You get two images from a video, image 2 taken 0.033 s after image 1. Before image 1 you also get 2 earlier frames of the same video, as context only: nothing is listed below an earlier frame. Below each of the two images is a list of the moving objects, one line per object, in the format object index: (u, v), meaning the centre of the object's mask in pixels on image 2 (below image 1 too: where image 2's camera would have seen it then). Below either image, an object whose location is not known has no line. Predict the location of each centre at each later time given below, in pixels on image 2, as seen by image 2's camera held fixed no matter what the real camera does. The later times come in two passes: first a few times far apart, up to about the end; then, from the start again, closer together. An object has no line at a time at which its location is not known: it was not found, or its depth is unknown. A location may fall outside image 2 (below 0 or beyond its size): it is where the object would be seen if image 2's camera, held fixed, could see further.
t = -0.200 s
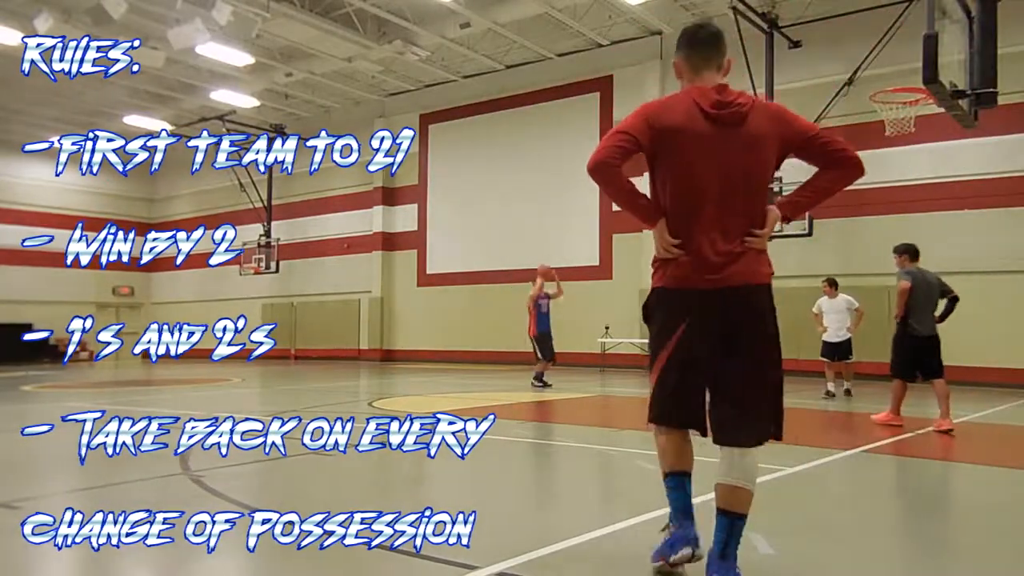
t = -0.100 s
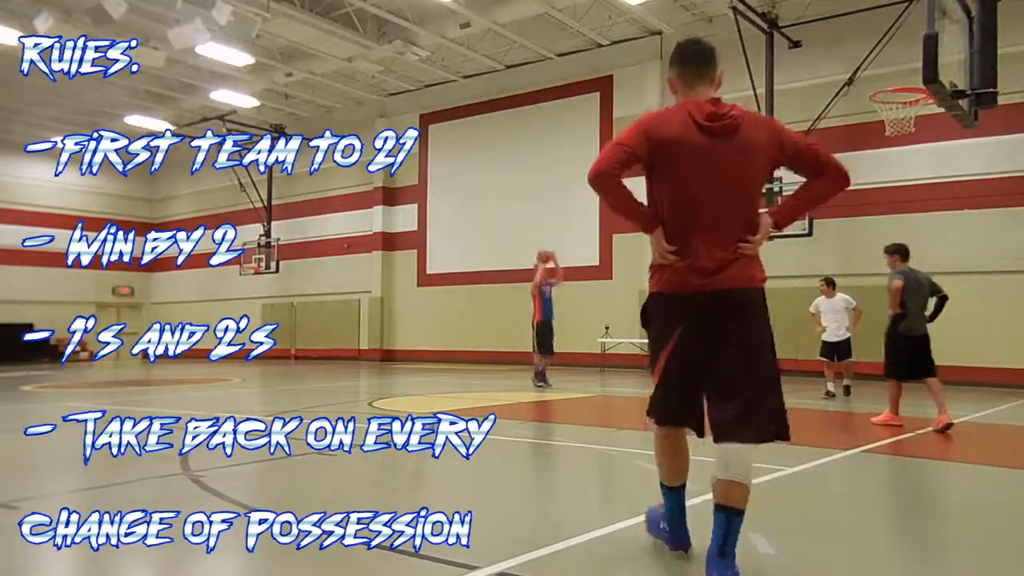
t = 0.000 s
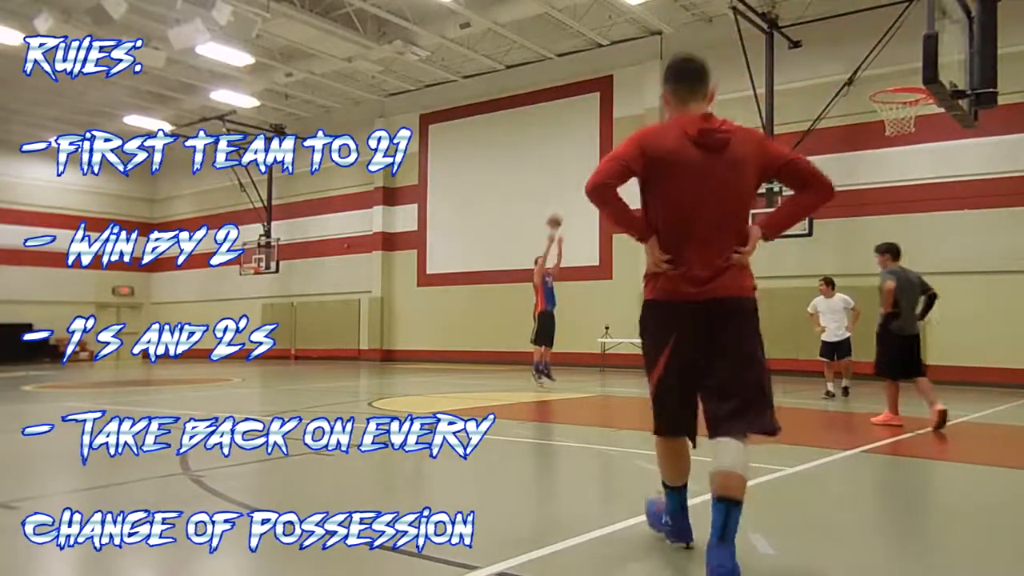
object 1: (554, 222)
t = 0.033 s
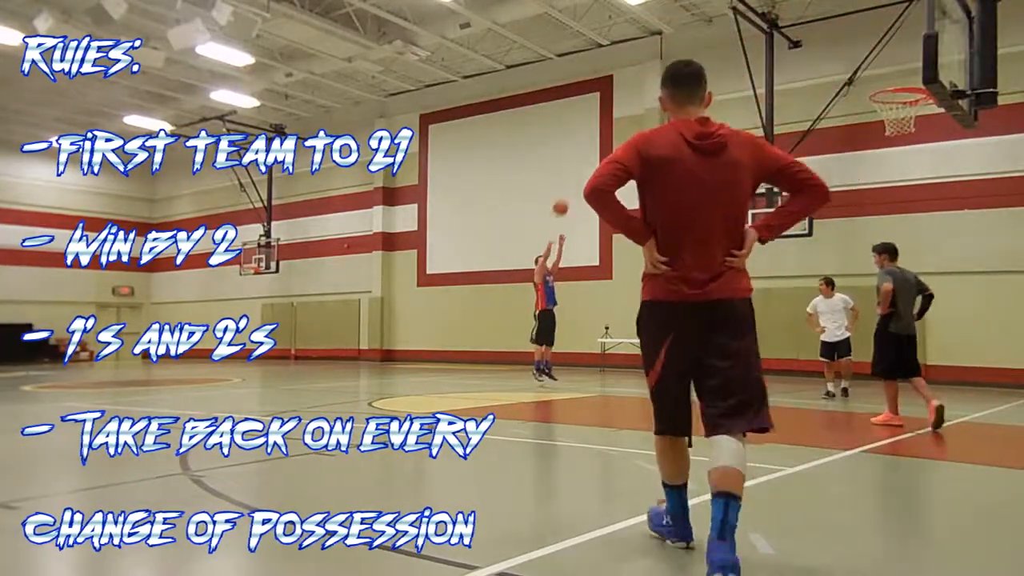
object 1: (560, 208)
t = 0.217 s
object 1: (594, 140)
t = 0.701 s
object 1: (715, 27)
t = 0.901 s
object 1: (777, 26)
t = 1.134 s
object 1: (872, 79)
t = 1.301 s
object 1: (928, 114)
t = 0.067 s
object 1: (567, 194)
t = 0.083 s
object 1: (570, 188)
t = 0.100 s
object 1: (573, 181)
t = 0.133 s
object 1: (580, 169)
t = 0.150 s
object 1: (583, 162)
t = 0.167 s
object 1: (586, 155)
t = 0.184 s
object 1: (589, 150)
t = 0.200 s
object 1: (593, 144)
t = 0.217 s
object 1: (594, 140)
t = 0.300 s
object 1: (614, 110)
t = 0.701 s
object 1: (715, 27)
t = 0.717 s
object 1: (720, 26)
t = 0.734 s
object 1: (727, 25)
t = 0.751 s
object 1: (730, 25)
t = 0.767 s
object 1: (735, 24)
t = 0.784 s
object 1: (737, 24)
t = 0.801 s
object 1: (745, 24)
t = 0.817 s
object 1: (750, 22)
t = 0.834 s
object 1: (757, 24)
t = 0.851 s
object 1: (764, 23)
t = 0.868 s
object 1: (768, 24)
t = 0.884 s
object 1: (773, 24)
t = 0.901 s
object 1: (777, 26)
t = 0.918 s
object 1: (784, 28)
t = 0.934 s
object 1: (793, 32)
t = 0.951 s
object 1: (799, 33)
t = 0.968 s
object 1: (804, 36)
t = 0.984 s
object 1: (809, 38)
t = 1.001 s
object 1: (816, 42)
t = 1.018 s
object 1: (823, 45)
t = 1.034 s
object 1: (830, 48)
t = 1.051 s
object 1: (837, 52)
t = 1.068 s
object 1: (842, 57)
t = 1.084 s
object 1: (849, 62)
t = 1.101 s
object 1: (857, 67)
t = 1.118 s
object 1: (865, 73)
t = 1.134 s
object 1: (872, 79)
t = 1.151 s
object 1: (872, 80)
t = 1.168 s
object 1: (885, 90)
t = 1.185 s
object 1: (885, 90)
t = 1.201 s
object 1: (904, 106)
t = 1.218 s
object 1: (914, 109)
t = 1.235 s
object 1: (918, 114)
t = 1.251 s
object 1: (922, 114)
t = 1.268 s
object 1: (924, 113)
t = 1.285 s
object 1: (926, 114)
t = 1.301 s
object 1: (928, 114)
